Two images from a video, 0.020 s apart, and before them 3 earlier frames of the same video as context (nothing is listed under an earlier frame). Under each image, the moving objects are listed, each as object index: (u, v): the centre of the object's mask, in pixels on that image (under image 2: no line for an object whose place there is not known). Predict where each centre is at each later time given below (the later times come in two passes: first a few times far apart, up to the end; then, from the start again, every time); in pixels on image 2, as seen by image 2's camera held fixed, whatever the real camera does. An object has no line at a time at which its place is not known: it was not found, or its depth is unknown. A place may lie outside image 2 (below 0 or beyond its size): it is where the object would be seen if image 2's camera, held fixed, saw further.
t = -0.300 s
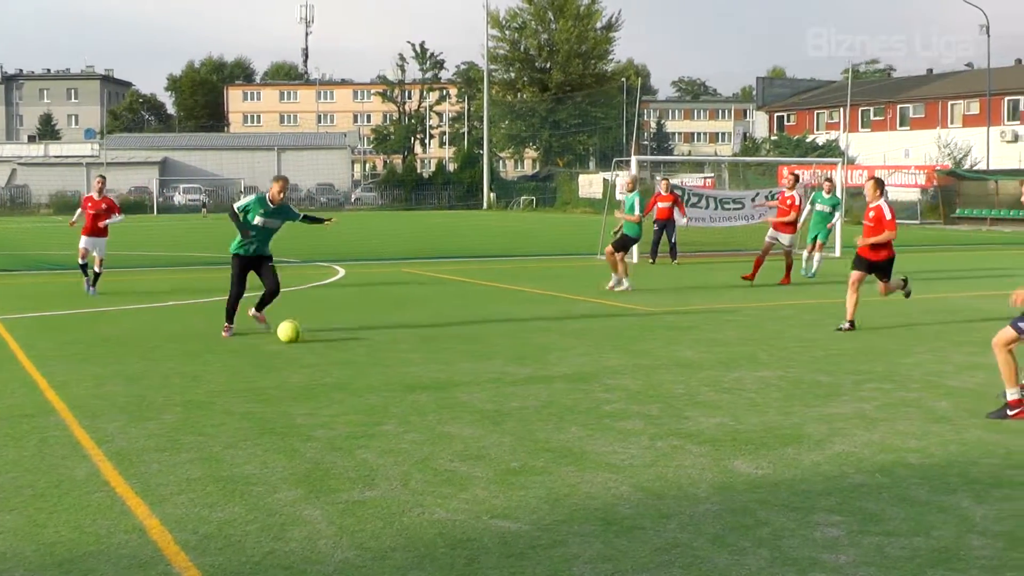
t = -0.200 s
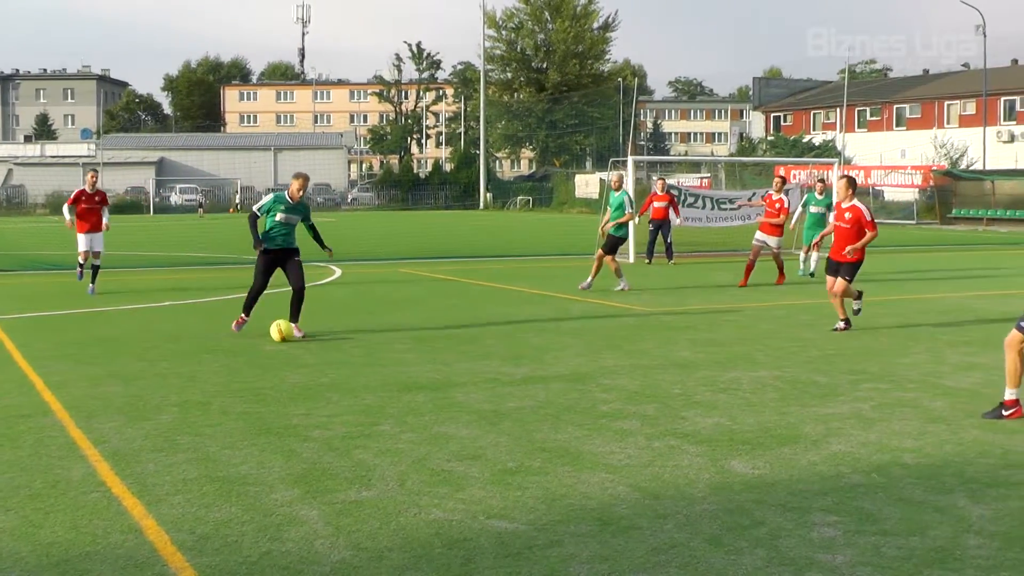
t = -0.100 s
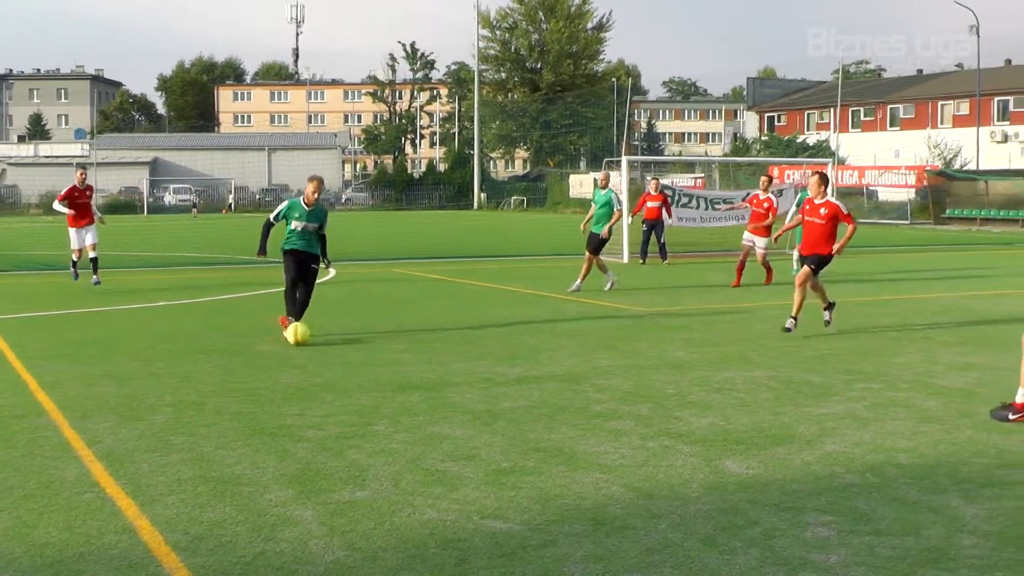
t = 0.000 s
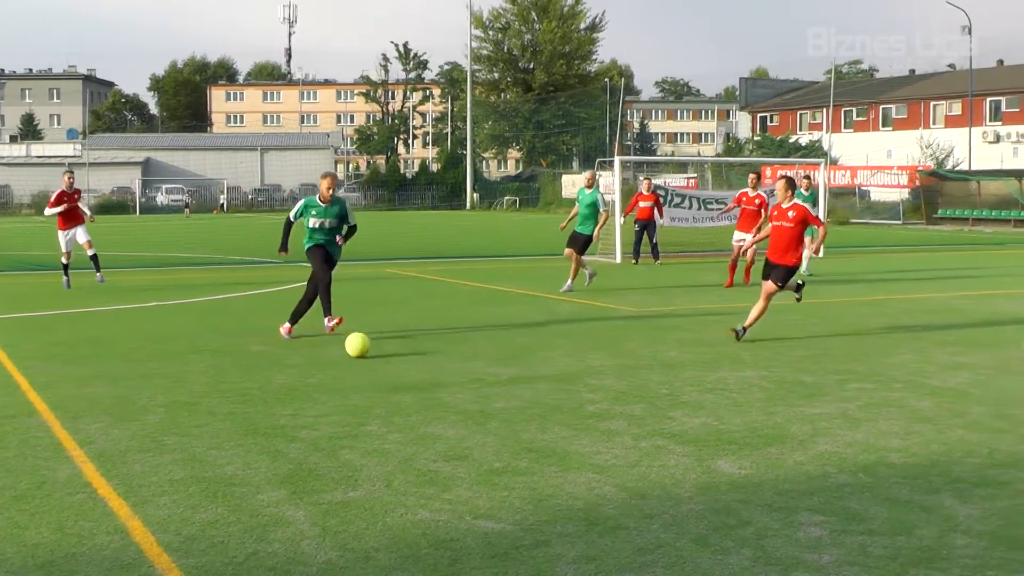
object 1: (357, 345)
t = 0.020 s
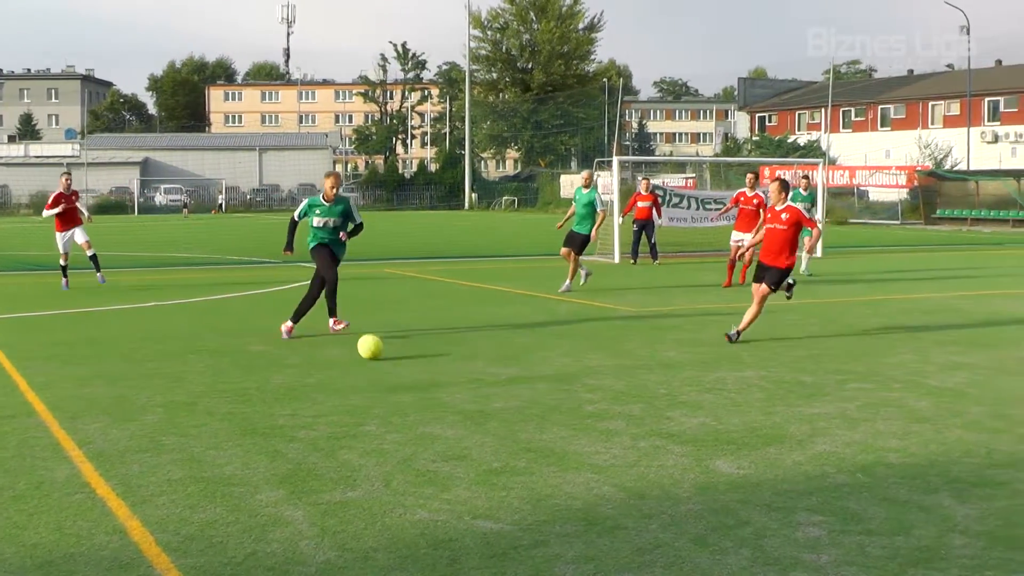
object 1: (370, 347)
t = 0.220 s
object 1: (518, 369)
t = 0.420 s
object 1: (676, 385)
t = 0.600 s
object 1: (832, 409)
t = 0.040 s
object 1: (384, 349)
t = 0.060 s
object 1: (399, 351)
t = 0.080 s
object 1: (414, 355)
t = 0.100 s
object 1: (429, 359)
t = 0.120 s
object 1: (443, 360)
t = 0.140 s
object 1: (458, 360)
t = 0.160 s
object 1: (473, 362)
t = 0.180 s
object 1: (487, 363)
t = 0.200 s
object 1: (503, 367)
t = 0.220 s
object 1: (518, 369)
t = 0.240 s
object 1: (534, 373)
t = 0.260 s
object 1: (551, 377)
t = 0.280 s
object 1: (568, 382)
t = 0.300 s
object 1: (585, 386)
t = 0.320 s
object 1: (599, 386)
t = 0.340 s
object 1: (614, 384)
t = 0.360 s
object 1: (629, 384)
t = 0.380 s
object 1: (645, 383)
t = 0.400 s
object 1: (660, 384)
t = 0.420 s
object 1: (676, 385)
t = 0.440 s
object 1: (693, 387)
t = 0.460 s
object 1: (709, 389)
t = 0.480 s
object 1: (726, 392)
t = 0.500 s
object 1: (744, 397)
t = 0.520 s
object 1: (762, 402)
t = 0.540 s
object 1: (779, 407)
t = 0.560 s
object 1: (797, 409)
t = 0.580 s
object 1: (814, 409)
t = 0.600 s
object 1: (832, 409)
